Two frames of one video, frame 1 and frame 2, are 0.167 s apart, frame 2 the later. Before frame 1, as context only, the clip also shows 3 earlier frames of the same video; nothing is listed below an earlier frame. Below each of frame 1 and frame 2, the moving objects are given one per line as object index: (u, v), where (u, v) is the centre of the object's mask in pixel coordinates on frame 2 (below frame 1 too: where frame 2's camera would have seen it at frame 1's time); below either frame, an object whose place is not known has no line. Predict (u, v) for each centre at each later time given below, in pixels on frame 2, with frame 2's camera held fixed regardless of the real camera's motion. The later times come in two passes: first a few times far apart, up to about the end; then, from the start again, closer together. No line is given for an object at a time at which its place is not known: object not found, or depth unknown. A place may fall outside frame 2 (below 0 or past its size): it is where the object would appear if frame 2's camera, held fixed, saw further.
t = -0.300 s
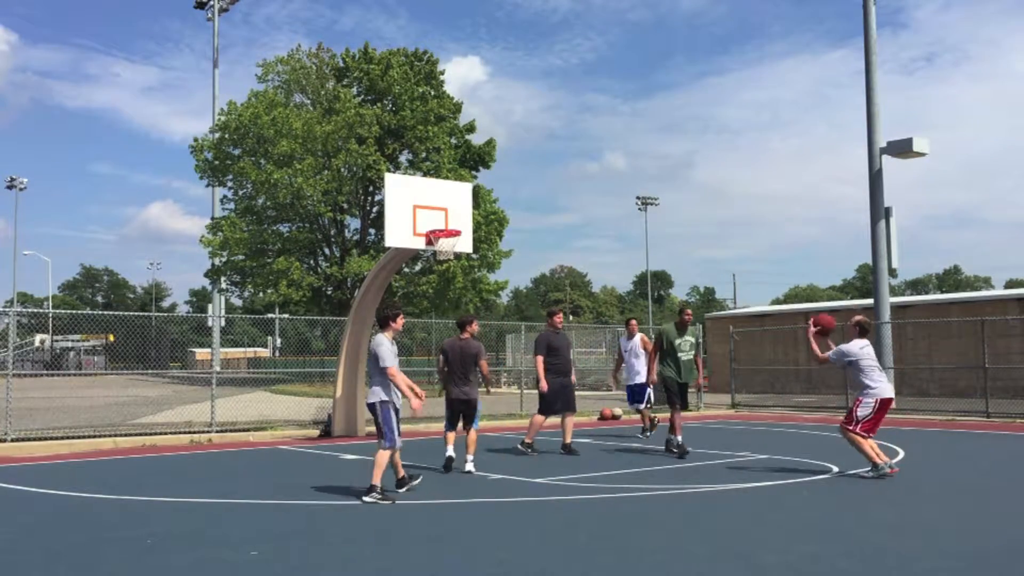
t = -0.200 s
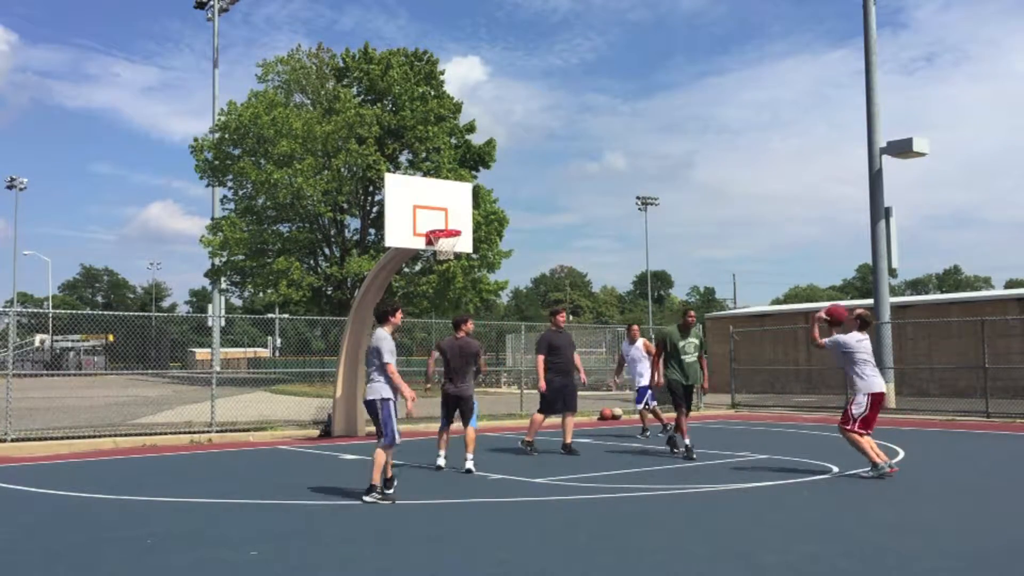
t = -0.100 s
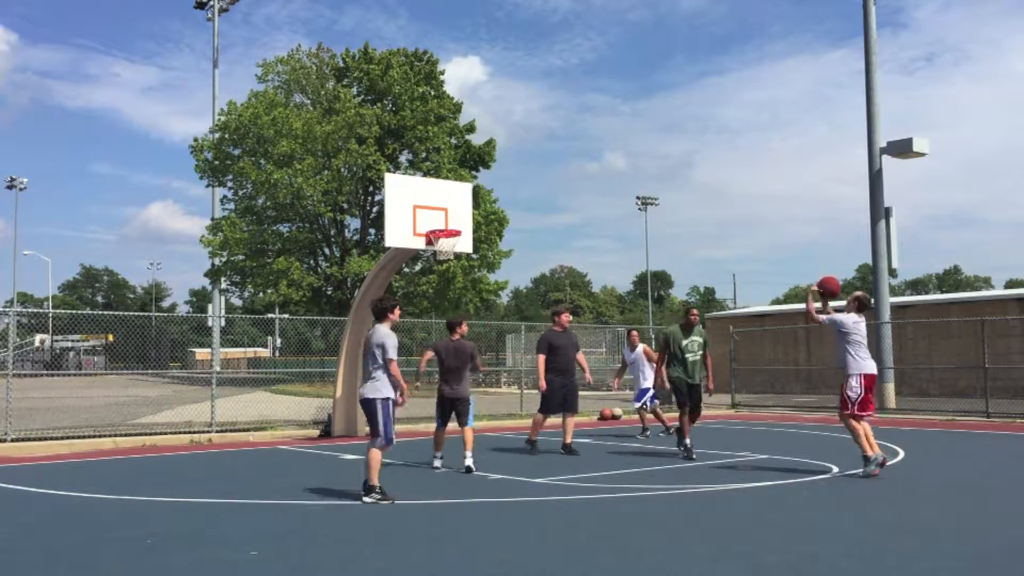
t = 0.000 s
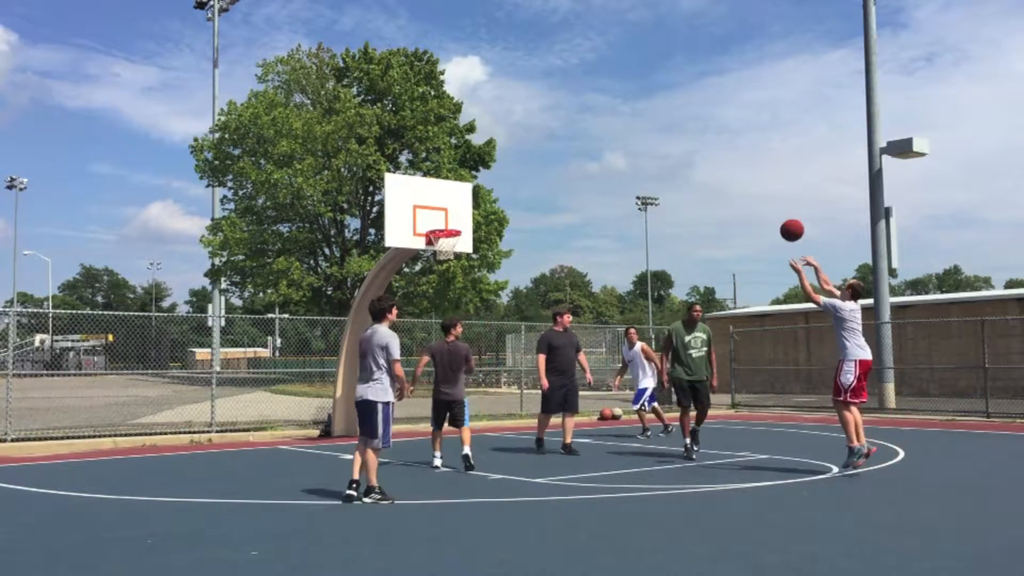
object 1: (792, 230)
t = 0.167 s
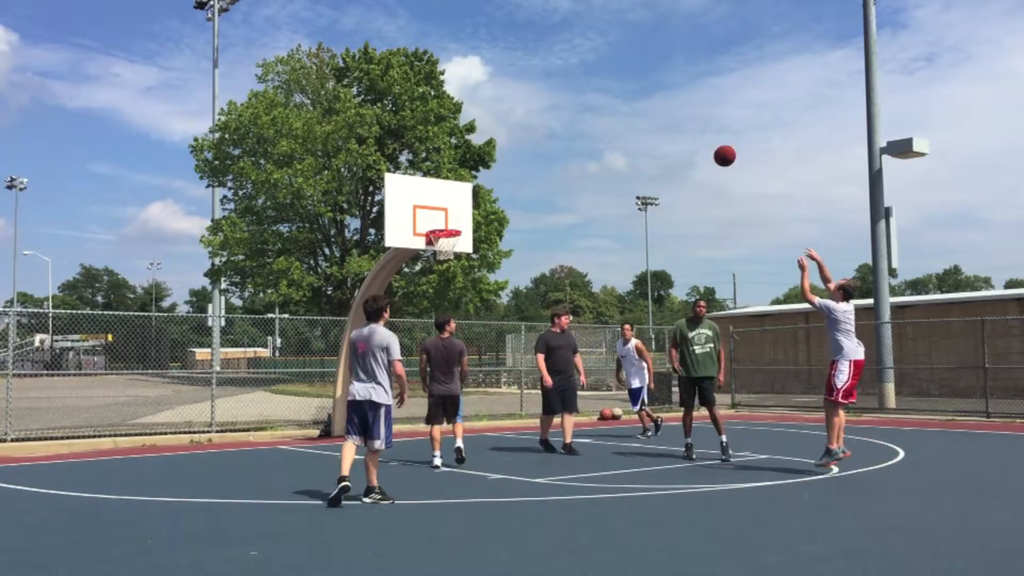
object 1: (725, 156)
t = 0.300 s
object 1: (678, 119)
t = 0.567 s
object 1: (598, 96)
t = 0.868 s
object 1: (526, 135)
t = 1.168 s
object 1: (467, 228)
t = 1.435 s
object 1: (560, 267)
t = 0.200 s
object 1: (712, 145)
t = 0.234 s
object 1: (701, 135)
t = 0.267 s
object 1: (689, 126)
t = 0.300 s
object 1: (678, 119)
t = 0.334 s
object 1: (667, 113)
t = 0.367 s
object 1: (656, 108)
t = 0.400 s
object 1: (646, 103)
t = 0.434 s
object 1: (636, 100)
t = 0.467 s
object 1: (626, 98)
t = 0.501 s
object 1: (616, 96)
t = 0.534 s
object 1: (607, 96)
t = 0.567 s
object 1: (598, 96)
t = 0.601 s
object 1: (590, 97)
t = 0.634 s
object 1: (581, 99)
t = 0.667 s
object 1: (572, 102)
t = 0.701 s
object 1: (564, 106)
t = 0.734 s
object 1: (556, 110)
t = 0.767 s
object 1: (548, 115)
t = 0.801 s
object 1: (540, 121)
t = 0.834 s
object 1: (533, 128)
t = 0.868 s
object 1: (526, 135)
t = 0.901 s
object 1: (518, 143)
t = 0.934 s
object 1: (511, 151)
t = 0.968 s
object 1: (504, 160)
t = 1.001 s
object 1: (498, 170)
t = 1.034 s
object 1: (491, 181)
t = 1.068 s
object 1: (485, 192)
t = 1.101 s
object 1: (479, 203)
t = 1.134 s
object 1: (472, 215)
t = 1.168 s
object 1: (467, 228)
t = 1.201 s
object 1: (476, 230)
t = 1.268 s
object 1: (500, 237)
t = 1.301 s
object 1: (512, 242)
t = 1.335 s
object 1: (524, 247)
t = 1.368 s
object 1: (537, 253)
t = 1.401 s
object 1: (549, 259)
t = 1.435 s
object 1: (560, 267)
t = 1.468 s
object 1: (572, 274)
